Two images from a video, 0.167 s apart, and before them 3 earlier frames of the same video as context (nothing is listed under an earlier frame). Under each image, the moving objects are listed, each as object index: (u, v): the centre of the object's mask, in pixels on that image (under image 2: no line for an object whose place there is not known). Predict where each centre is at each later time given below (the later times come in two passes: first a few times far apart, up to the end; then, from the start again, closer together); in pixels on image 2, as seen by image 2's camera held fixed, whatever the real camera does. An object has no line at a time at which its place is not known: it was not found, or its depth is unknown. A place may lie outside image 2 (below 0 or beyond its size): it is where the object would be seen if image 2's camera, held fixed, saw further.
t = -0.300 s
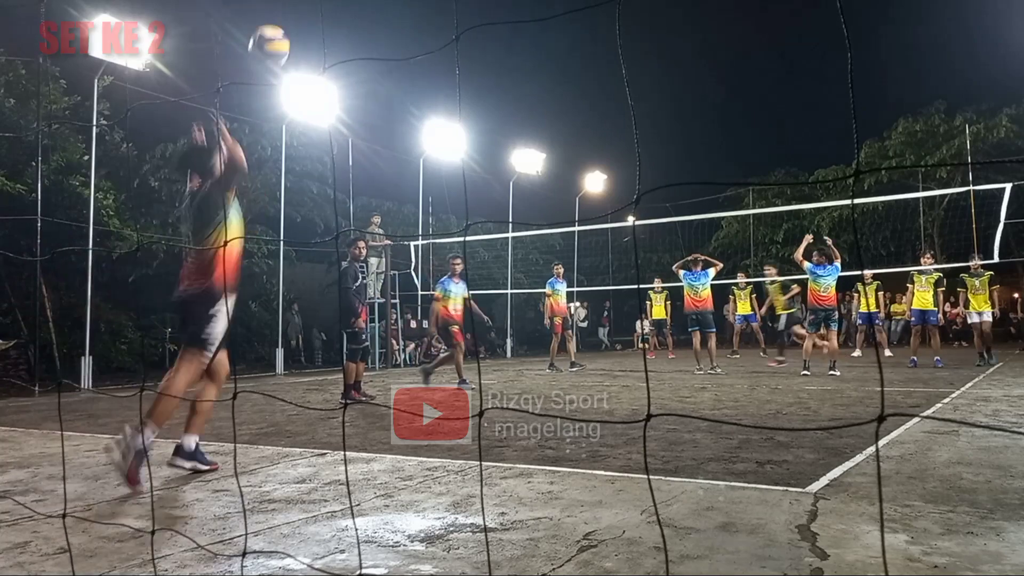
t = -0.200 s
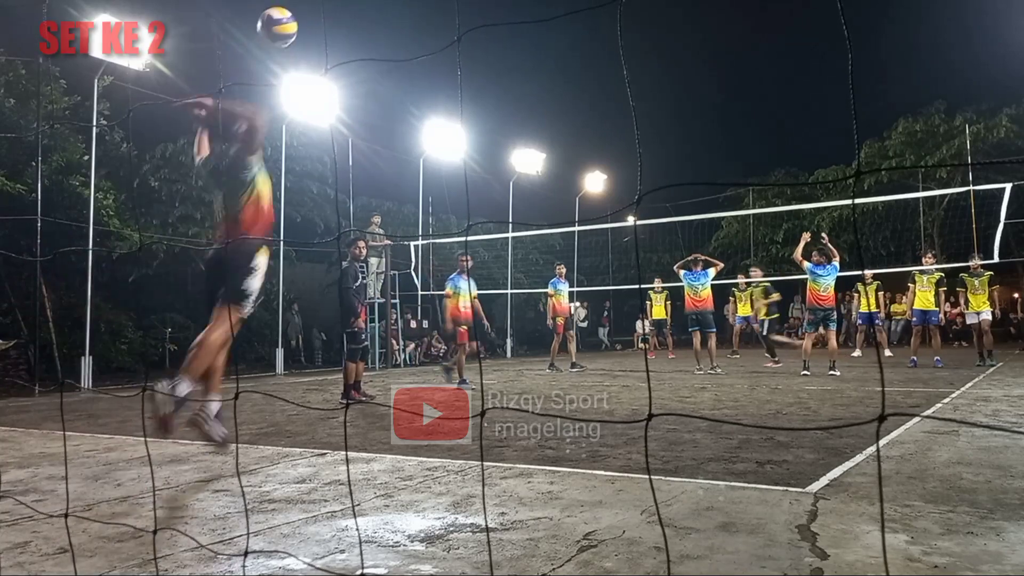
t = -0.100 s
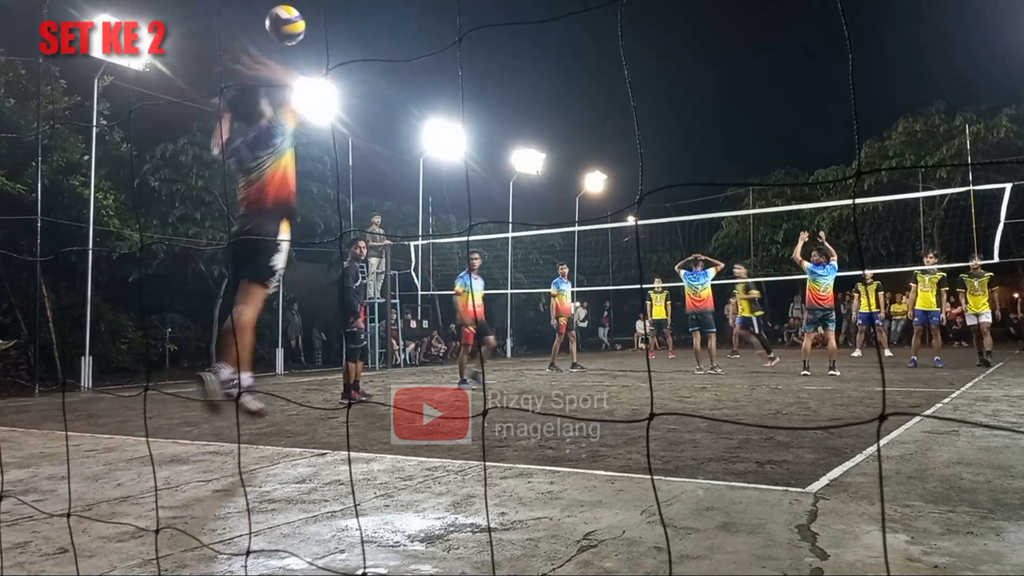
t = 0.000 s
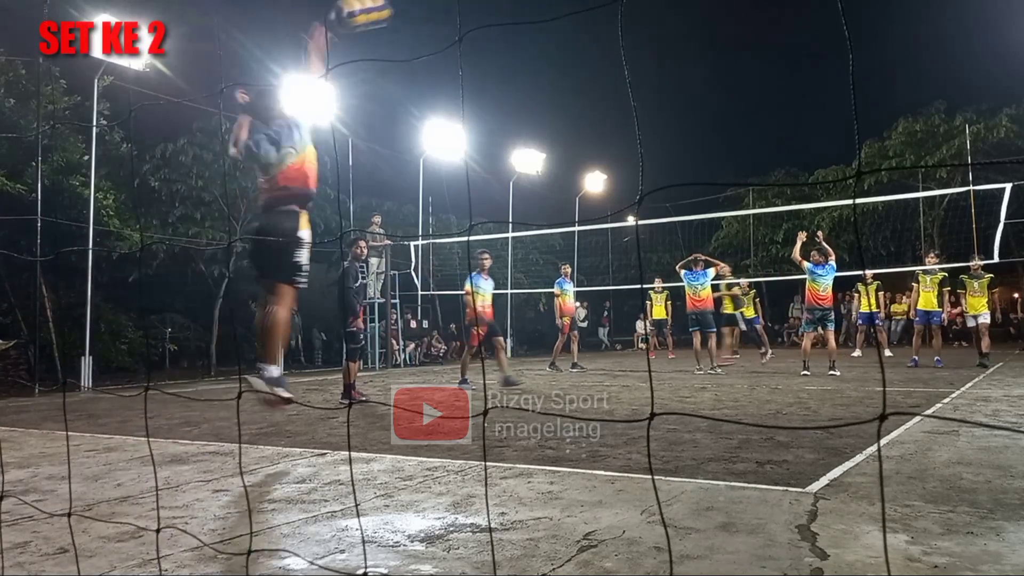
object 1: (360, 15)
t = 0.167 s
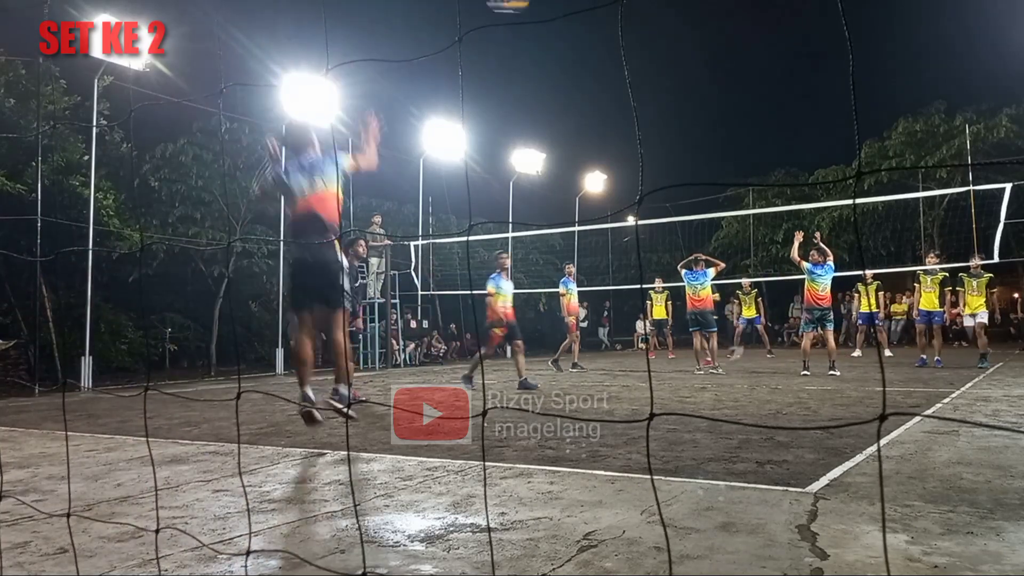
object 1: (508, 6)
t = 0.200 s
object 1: (529, 6)
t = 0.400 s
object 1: (624, 30)
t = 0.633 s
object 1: (694, 93)
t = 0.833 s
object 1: (734, 159)
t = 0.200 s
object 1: (529, 6)
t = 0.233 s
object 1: (549, 7)
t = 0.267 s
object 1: (567, 9)
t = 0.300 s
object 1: (582, 12)
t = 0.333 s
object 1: (597, 17)
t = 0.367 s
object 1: (611, 23)
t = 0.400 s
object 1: (624, 30)
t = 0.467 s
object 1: (648, 46)
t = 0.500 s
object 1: (658, 54)
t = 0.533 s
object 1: (668, 64)
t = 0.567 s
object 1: (677, 73)
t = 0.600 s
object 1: (686, 83)
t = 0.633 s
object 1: (694, 93)
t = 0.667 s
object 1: (701, 103)
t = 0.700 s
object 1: (708, 114)
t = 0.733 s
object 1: (715, 125)
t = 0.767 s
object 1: (721, 136)
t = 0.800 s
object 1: (728, 147)
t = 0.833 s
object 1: (734, 159)
